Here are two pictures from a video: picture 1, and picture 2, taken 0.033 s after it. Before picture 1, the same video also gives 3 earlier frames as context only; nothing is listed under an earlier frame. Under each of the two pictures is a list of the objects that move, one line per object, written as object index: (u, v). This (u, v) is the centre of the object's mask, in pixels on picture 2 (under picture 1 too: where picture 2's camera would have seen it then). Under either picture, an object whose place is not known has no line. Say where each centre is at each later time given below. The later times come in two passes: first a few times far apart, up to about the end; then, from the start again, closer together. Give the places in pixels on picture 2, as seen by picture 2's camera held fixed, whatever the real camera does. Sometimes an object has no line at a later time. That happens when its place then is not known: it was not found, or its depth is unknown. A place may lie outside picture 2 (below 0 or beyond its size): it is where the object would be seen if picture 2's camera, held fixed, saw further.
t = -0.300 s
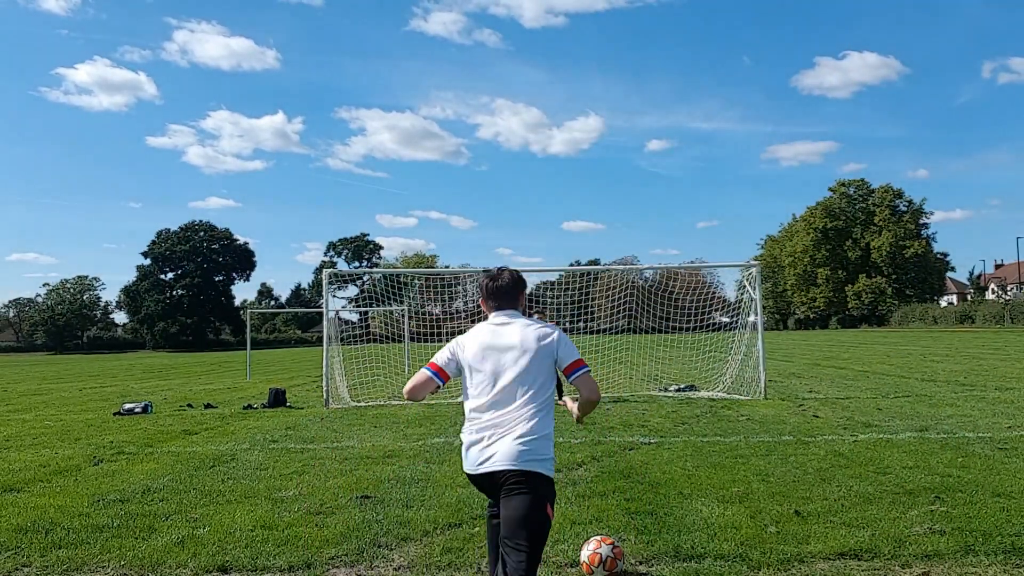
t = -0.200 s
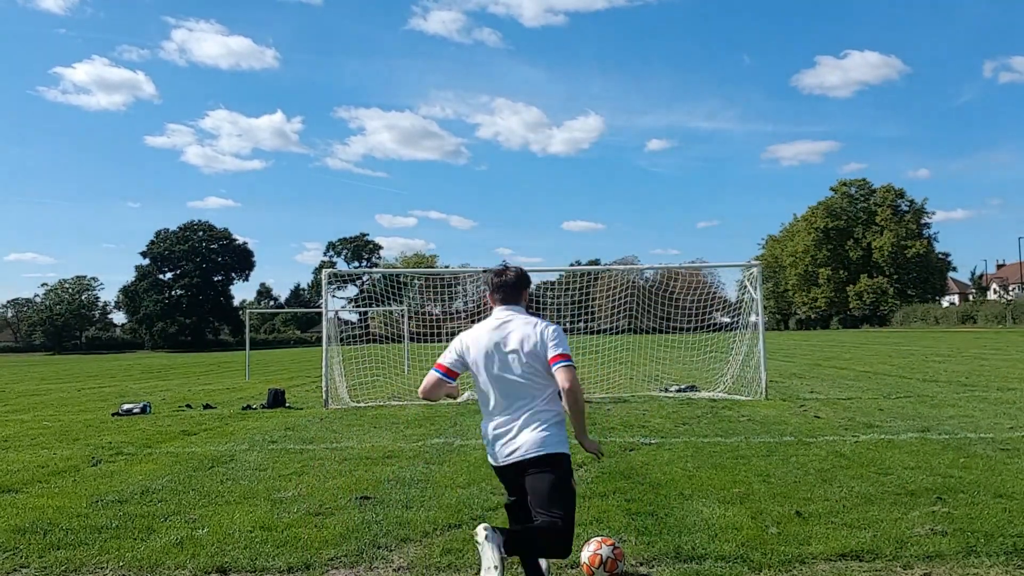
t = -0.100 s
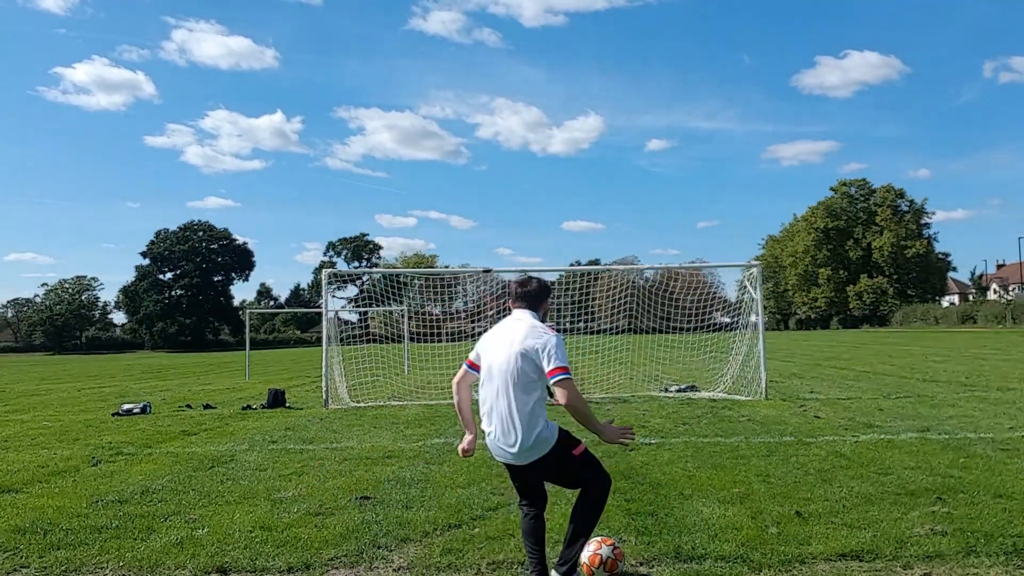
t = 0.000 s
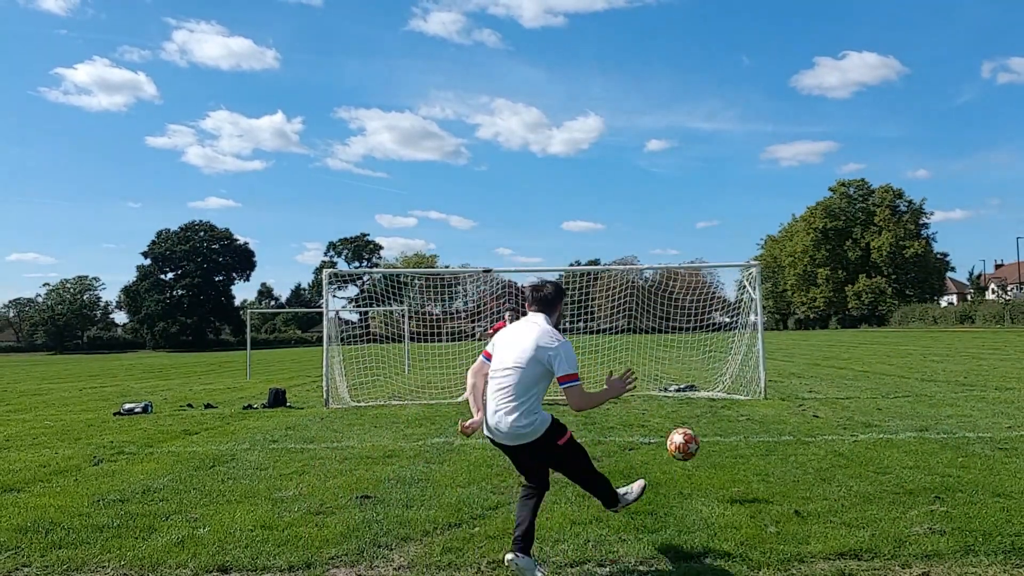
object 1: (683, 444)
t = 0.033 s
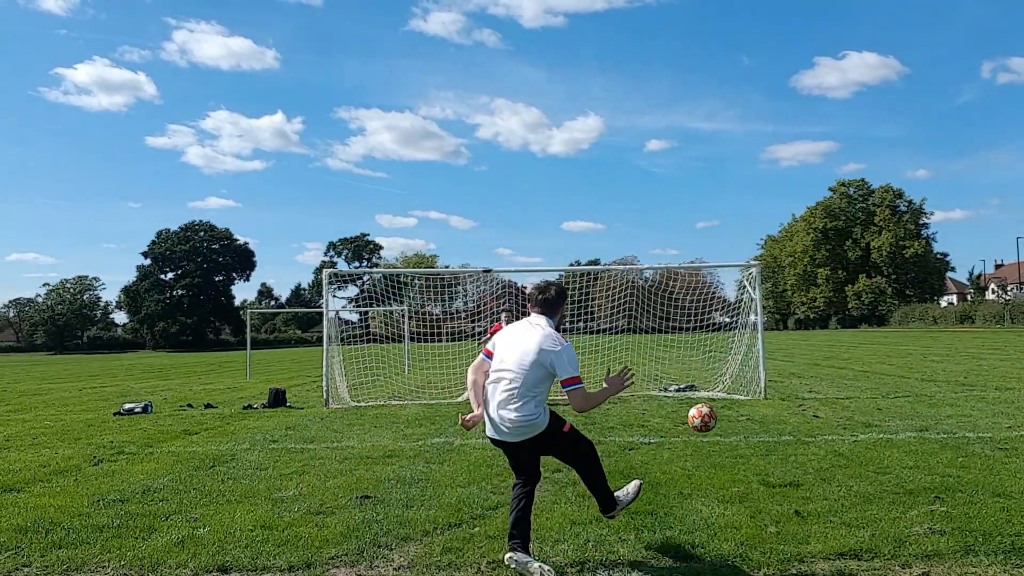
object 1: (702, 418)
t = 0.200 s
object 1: (749, 358)
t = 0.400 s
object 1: (762, 350)
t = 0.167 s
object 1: (743, 364)
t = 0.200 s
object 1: (749, 358)
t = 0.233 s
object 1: (753, 354)
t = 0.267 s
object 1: (756, 351)
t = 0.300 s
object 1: (759, 349)
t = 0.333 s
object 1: (761, 349)
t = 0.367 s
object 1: (762, 349)
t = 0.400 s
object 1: (762, 350)
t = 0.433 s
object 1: (763, 352)
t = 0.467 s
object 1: (764, 355)
